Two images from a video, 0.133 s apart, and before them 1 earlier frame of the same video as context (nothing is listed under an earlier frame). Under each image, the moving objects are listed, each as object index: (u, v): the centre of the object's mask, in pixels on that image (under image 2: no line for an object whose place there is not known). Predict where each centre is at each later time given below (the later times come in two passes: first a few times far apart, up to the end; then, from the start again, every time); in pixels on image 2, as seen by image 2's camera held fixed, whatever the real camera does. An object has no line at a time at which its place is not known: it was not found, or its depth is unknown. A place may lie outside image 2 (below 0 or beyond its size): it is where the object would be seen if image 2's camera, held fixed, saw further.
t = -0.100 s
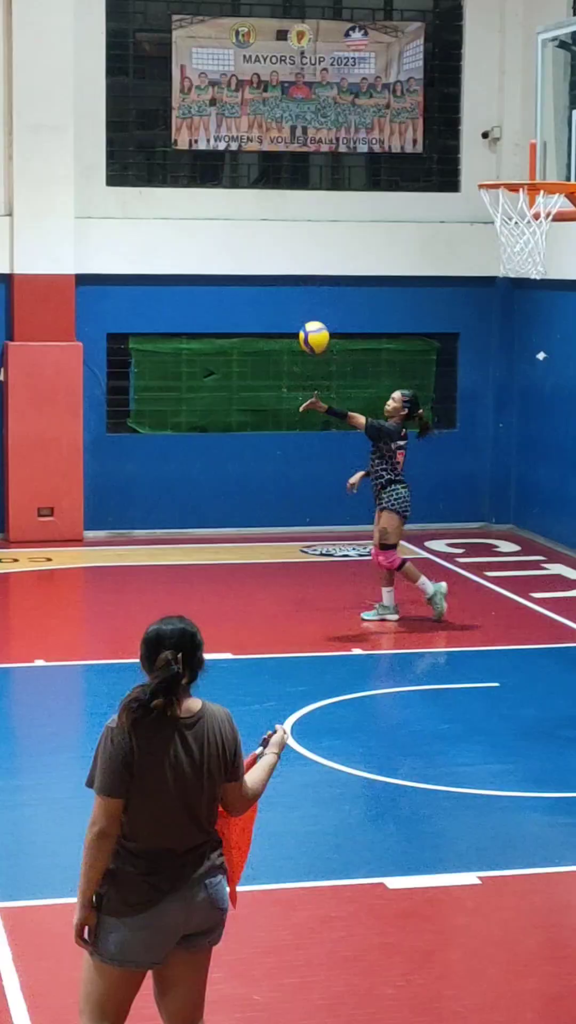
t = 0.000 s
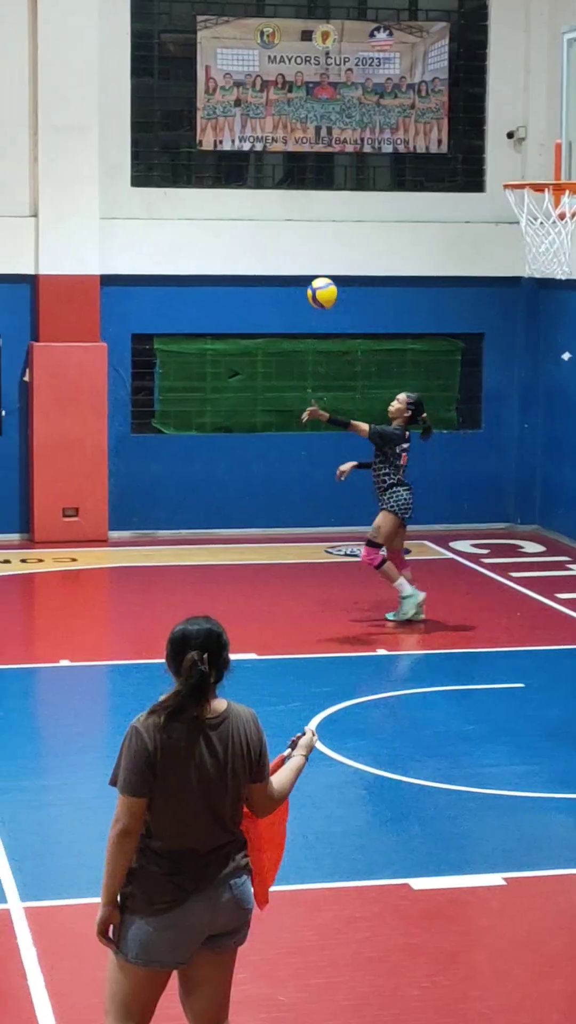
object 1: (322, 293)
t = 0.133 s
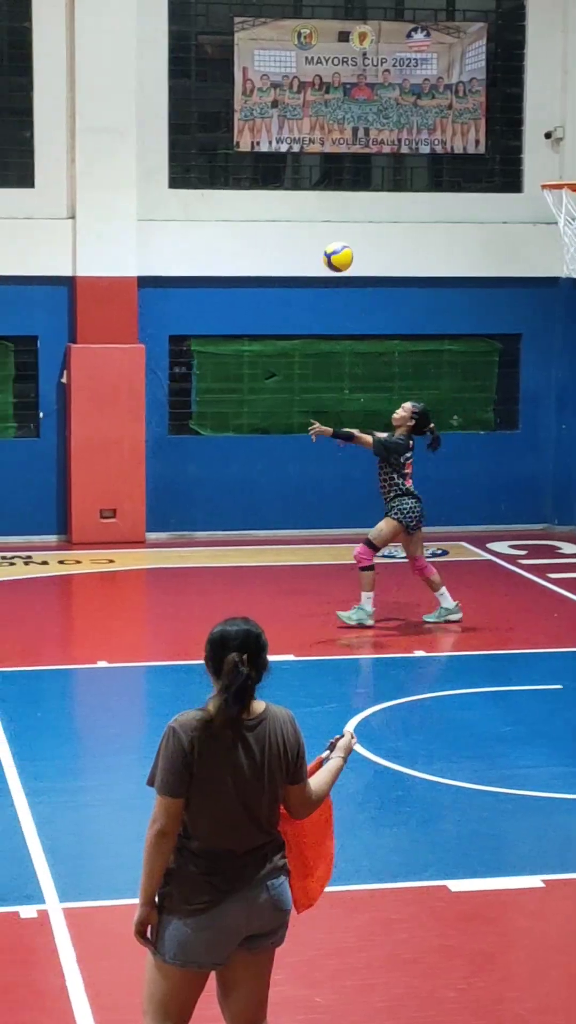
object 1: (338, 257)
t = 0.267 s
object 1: (316, 245)
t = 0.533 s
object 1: (272, 294)
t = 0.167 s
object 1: (333, 251)
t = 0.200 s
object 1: (327, 248)
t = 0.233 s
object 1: (321, 246)
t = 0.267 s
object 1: (316, 245)
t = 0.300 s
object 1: (310, 246)
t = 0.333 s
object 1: (304, 248)
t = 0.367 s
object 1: (299, 252)
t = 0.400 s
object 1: (293, 258)
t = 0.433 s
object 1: (288, 265)
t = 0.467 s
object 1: (282, 273)
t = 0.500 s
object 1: (277, 283)
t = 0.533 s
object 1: (272, 294)
